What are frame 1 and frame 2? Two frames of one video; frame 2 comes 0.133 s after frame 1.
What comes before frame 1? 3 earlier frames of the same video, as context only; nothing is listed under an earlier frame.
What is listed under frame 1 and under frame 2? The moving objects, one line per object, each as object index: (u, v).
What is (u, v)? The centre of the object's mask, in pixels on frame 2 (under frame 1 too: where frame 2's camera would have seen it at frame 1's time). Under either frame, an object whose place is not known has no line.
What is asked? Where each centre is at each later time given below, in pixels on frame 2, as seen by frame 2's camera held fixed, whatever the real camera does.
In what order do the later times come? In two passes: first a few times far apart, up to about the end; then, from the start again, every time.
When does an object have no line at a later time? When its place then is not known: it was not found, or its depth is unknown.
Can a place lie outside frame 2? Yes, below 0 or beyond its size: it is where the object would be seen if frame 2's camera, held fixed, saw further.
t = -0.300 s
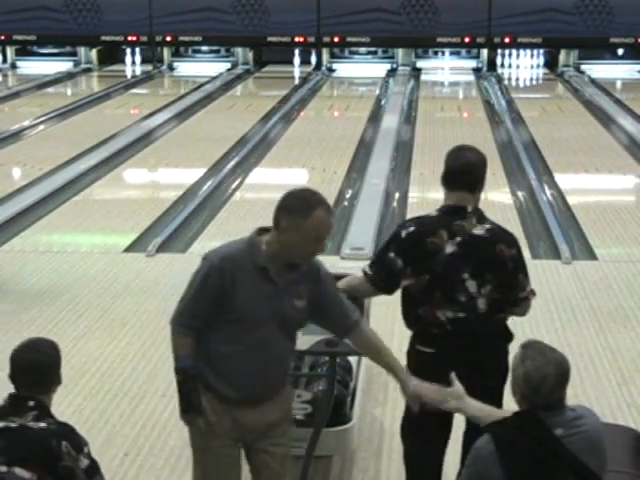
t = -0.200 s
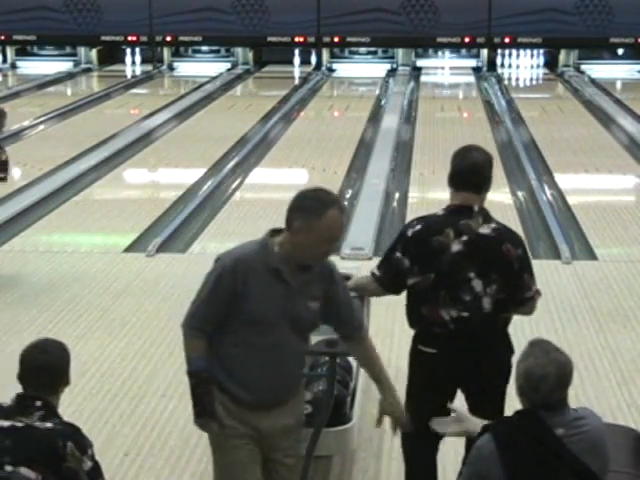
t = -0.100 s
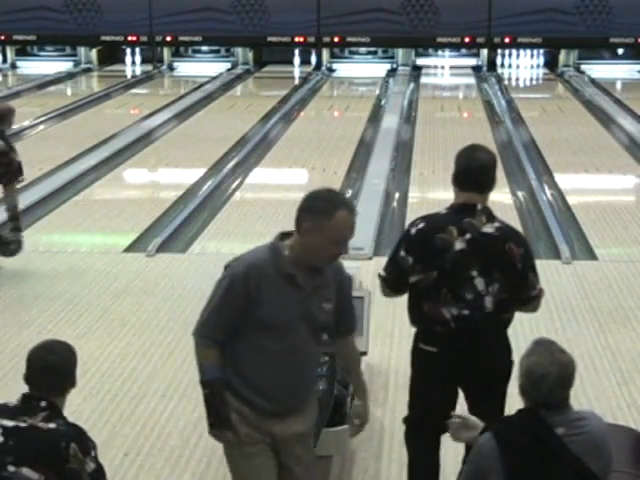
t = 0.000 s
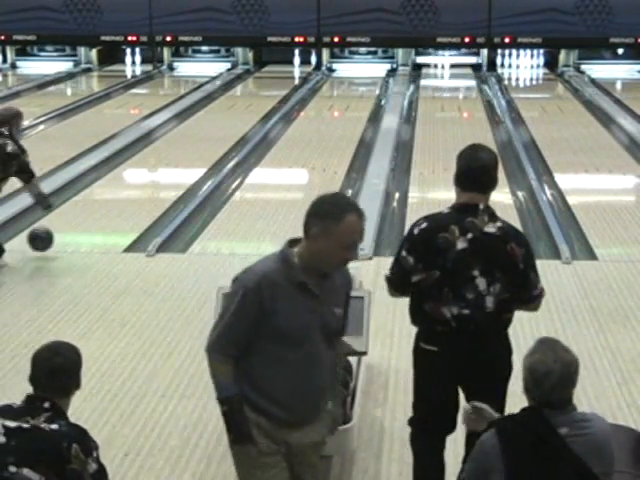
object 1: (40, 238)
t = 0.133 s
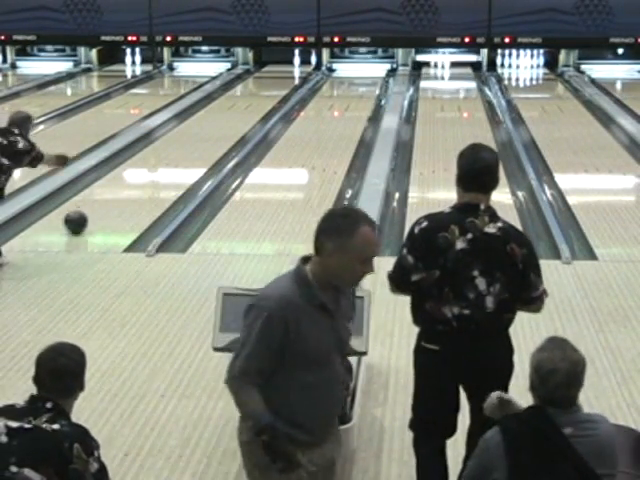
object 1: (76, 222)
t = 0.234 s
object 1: (98, 208)
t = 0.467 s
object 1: (142, 179)
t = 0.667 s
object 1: (173, 159)
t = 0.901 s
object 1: (201, 140)
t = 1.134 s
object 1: (225, 124)
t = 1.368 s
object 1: (245, 111)
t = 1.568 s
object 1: (259, 101)
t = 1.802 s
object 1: (273, 91)
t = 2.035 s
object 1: (285, 83)
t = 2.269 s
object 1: (295, 76)
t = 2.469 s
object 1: (302, 70)
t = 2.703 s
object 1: (308, 64)
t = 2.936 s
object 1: (314, 59)
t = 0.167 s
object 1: (83, 217)
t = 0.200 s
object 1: (91, 212)
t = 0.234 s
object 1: (98, 208)
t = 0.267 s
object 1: (105, 203)
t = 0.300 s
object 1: (112, 198)
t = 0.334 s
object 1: (119, 194)
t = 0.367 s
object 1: (125, 190)
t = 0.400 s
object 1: (130, 186)
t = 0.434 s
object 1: (136, 183)
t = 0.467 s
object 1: (142, 179)
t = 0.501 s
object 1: (148, 175)
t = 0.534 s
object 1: (153, 171)
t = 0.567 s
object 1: (158, 168)
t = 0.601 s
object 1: (163, 164)
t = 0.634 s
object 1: (168, 162)
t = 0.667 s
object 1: (173, 159)
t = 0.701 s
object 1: (177, 156)
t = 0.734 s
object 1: (182, 153)
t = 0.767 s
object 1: (186, 150)
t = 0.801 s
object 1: (190, 148)
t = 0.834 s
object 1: (194, 145)
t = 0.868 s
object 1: (197, 142)
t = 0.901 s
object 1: (201, 140)
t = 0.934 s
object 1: (205, 137)
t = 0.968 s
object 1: (209, 135)
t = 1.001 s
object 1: (212, 133)
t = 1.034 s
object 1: (215, 130)
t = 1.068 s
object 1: (219, 128)
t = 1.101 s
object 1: (222, 126)
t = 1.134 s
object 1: (225, 124)
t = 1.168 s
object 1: (228, 122)
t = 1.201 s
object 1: (231, 120)
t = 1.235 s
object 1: (234, 118)
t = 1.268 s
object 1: (236, 117)
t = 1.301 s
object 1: (239, 115)
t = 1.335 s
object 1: (242, 113)
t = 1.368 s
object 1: (245, 111)
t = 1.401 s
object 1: (247, 109)
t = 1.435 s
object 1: (249, 107)
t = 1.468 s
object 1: (252, 105)
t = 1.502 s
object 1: (254, 104)
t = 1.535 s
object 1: (256, 103)
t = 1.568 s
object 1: (259, 101)
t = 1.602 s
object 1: (261, 100)
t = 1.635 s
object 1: (263, 98)
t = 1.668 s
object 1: (265, 97)
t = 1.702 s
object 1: (267, 95)
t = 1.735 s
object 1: (269, 93)
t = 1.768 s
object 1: (271, 92)
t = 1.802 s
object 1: (273, 91)
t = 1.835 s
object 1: (275, 90)
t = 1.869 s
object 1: (277, 88)
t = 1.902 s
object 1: (279, 87)
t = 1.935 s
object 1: (280, 87)
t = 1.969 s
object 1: (282, 86)
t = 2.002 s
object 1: (283, 84)
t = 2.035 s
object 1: (285, 83)
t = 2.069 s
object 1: (286, 82)
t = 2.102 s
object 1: (288, 80)
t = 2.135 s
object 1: (289, 79)
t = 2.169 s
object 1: (290, 78)
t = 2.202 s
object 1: (292, 78)
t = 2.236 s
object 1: (294, 76)
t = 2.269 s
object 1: (295, 76)
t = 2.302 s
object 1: (296, 75)
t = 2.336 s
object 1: (297, 74)
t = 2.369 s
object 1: (298, 73)
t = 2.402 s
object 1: (300, 72)
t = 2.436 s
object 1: (301, 71)
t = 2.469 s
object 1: (302, 70)
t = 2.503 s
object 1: (303, 70)
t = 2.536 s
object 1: (303, 68)
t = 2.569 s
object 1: (304, 68)
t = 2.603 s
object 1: (305, 67)
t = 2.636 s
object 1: (305, 67)
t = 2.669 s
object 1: (307, 65)
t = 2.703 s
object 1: (308, 64)
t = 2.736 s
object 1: (308, 63)
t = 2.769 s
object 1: (309, 63)
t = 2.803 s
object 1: (310, 61)
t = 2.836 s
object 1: (311, 62)
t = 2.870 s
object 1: (312, 59)
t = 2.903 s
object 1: (313, 60)
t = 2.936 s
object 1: (314, 59)
